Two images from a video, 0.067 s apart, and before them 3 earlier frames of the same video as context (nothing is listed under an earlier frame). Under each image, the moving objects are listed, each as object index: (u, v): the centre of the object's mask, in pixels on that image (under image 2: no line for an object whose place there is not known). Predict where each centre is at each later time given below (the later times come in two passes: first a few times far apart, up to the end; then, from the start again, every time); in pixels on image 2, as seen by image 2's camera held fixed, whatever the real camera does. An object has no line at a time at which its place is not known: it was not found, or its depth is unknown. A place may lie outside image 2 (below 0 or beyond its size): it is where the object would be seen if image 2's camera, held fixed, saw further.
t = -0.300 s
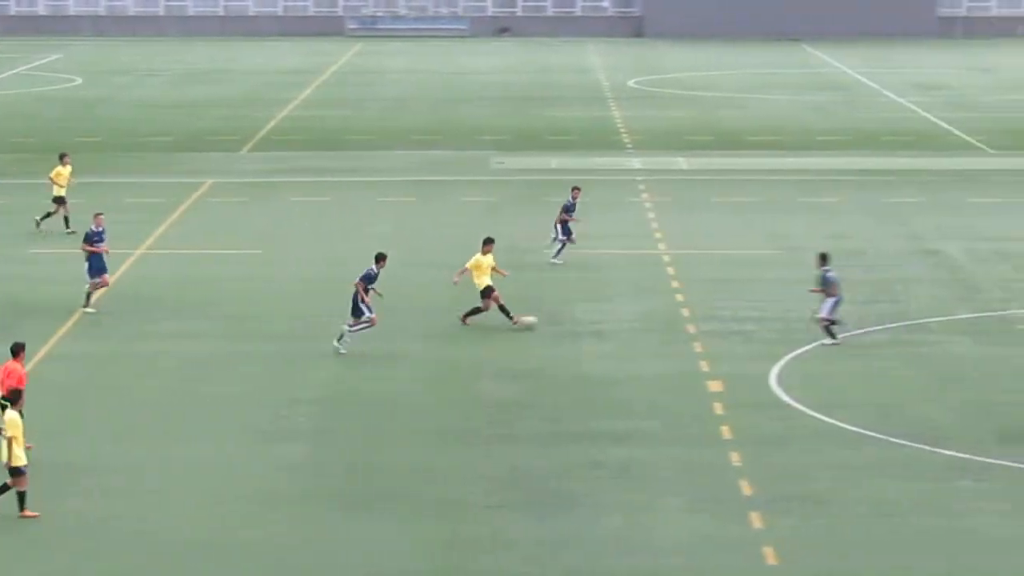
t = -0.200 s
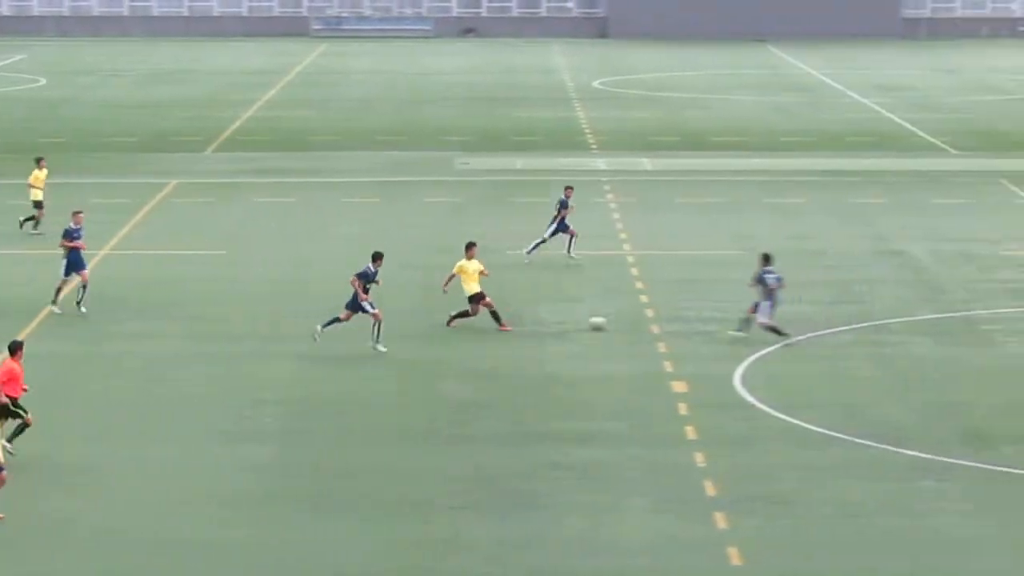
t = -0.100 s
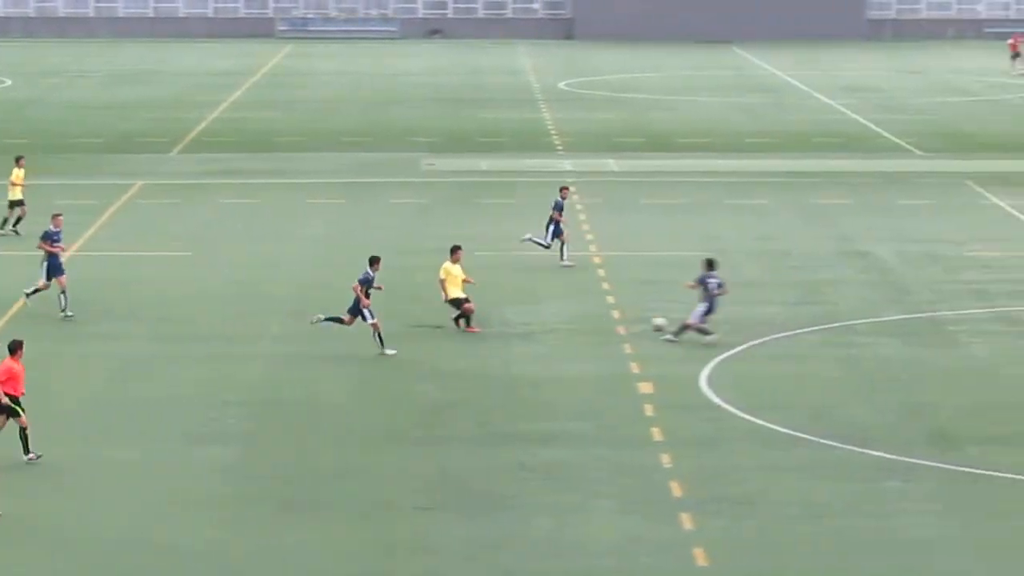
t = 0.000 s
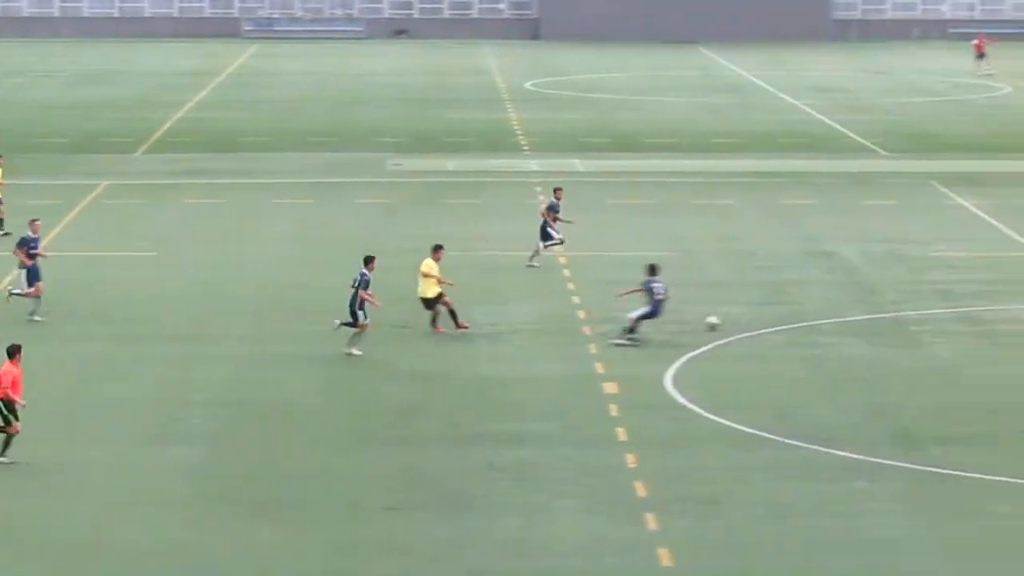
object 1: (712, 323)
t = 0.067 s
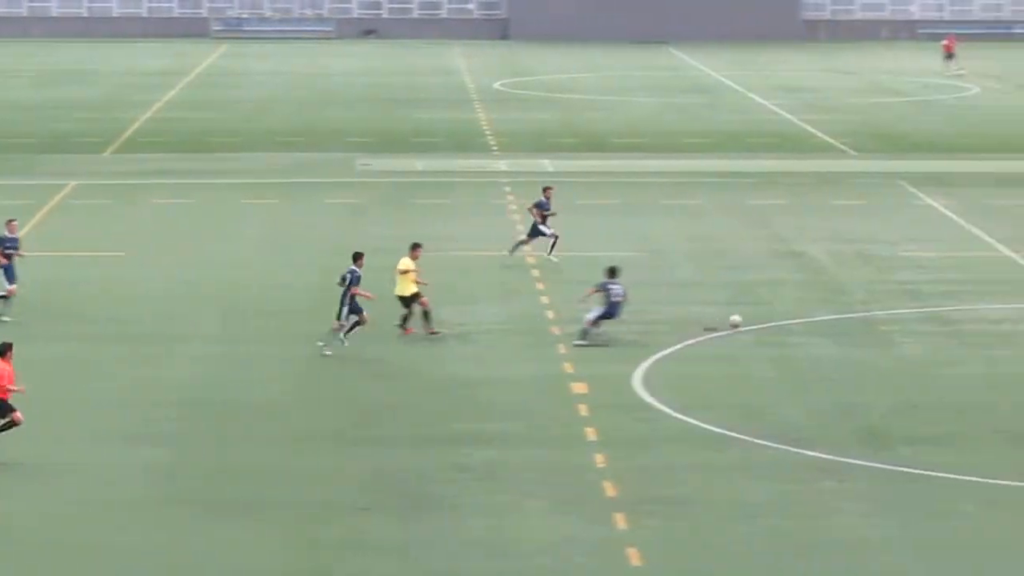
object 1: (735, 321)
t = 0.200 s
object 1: (833, 321)
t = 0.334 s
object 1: (920, 321)
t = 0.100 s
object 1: (760, 319)
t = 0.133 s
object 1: (785, 319)
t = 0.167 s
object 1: (809, 319)
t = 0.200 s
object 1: (833, 321)
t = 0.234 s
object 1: (857, 323)
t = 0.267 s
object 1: (878, 323)
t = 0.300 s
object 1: (899, 321)
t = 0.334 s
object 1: (920, 321)
